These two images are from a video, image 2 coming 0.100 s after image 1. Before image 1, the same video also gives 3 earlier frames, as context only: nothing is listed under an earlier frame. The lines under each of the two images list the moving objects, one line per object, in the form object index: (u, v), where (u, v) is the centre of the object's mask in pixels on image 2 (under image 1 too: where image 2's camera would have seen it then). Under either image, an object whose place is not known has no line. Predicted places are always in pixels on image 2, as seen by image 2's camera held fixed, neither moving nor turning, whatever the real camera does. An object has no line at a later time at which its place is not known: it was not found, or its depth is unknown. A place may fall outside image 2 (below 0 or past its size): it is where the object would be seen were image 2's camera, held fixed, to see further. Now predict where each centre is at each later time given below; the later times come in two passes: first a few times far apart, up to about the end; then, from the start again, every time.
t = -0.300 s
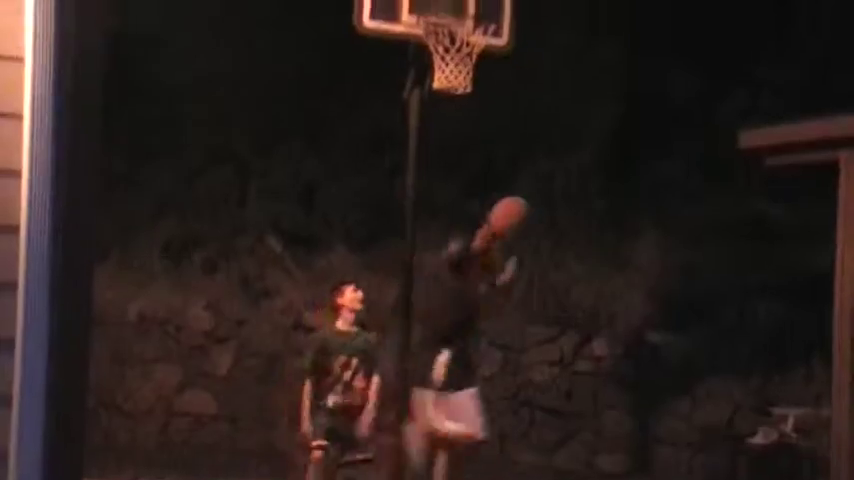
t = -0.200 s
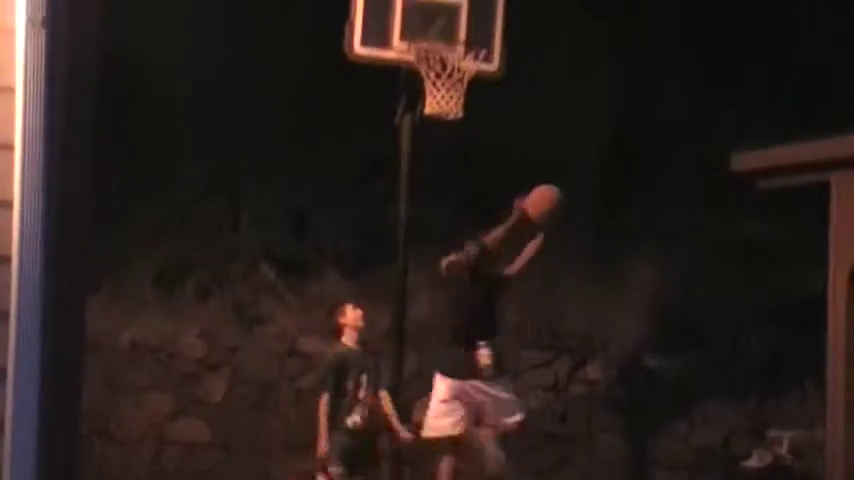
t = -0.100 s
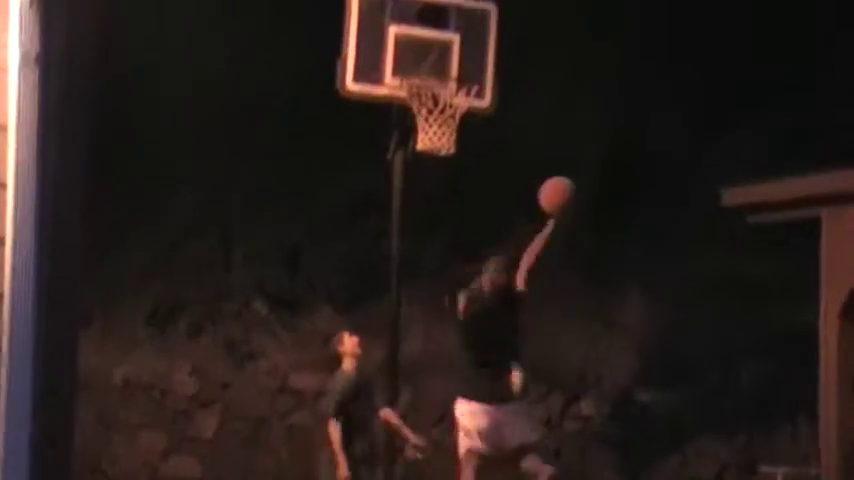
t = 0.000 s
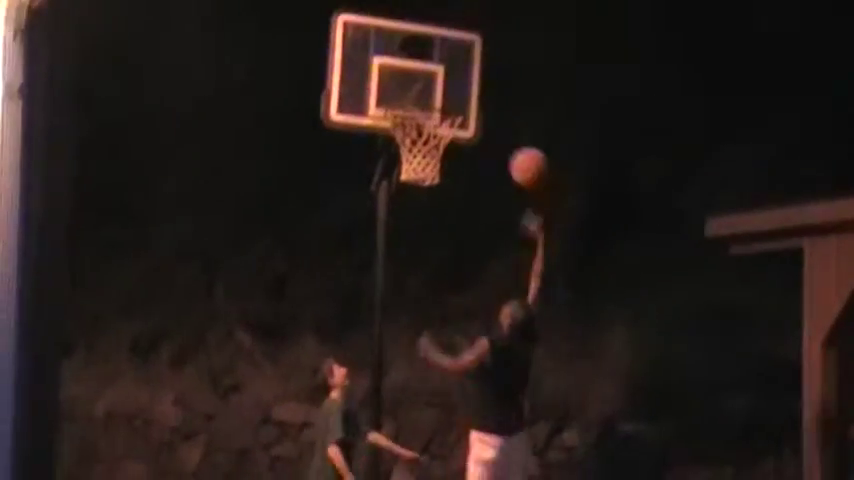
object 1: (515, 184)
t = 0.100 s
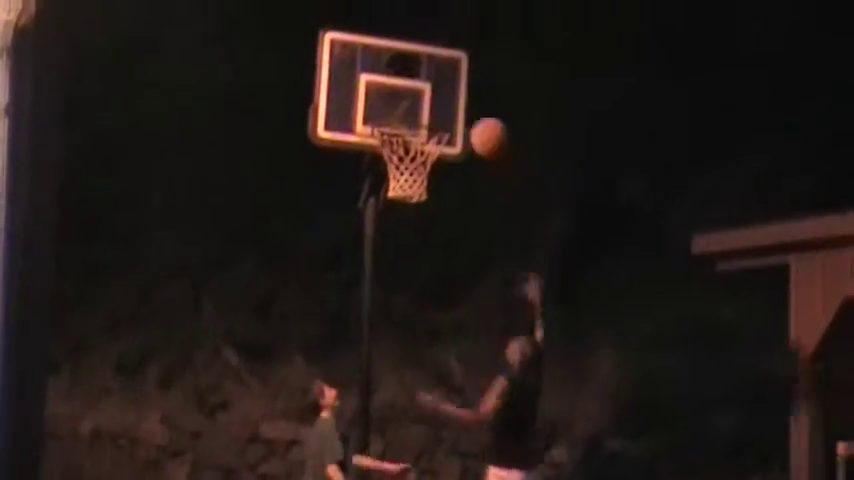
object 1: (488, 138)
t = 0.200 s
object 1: (459, 109)
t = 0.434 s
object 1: (396, 101)
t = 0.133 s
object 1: (480, 125)
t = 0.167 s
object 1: (469, 116)
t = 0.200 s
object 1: (459, 109)
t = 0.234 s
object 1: (450, 102)
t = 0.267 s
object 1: (444, 96)
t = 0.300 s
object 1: (431, 93)
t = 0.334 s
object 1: (423, 93)
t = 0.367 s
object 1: (414, 94)
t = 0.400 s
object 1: (405, 98)
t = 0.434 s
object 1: (396, 101)
